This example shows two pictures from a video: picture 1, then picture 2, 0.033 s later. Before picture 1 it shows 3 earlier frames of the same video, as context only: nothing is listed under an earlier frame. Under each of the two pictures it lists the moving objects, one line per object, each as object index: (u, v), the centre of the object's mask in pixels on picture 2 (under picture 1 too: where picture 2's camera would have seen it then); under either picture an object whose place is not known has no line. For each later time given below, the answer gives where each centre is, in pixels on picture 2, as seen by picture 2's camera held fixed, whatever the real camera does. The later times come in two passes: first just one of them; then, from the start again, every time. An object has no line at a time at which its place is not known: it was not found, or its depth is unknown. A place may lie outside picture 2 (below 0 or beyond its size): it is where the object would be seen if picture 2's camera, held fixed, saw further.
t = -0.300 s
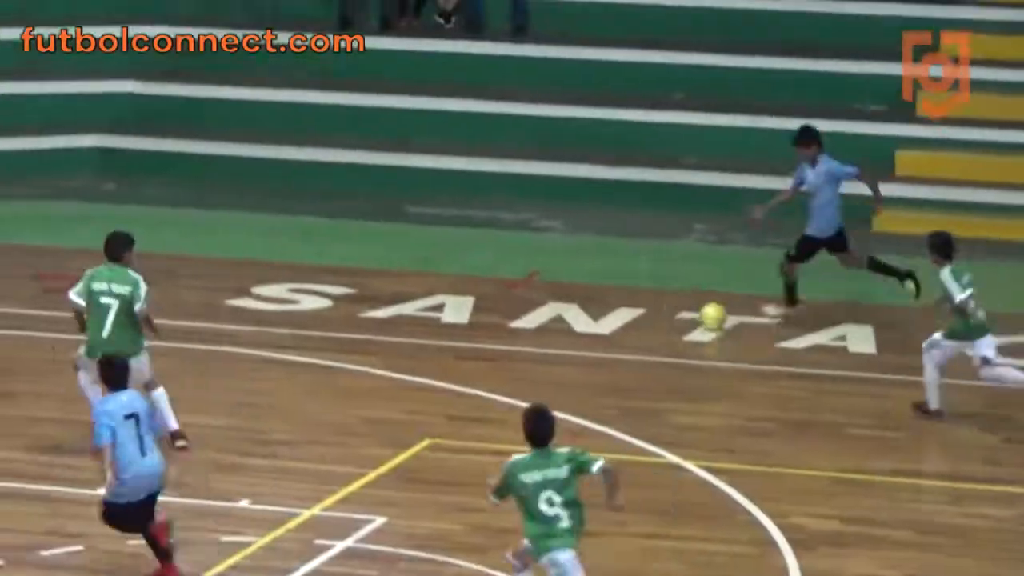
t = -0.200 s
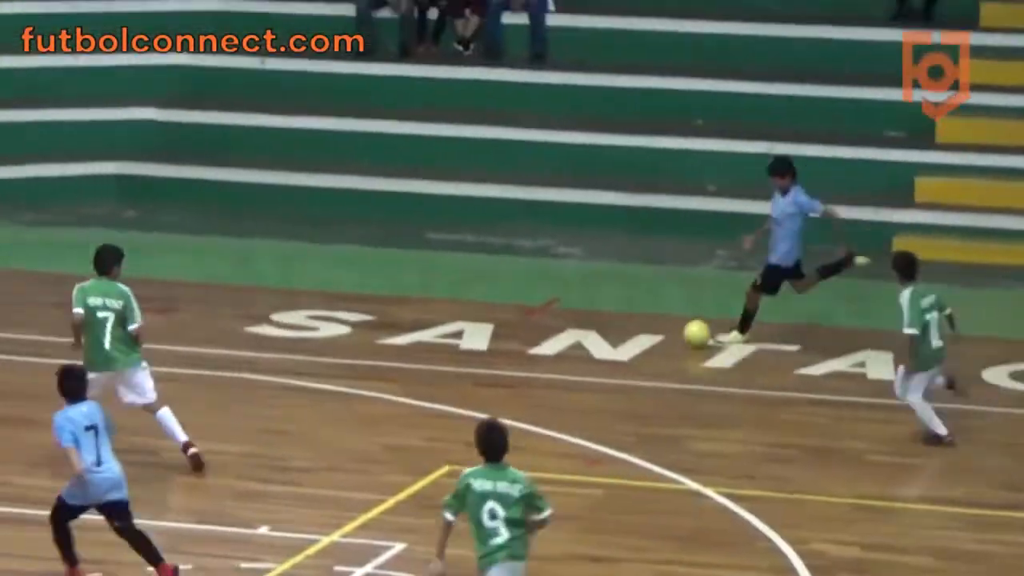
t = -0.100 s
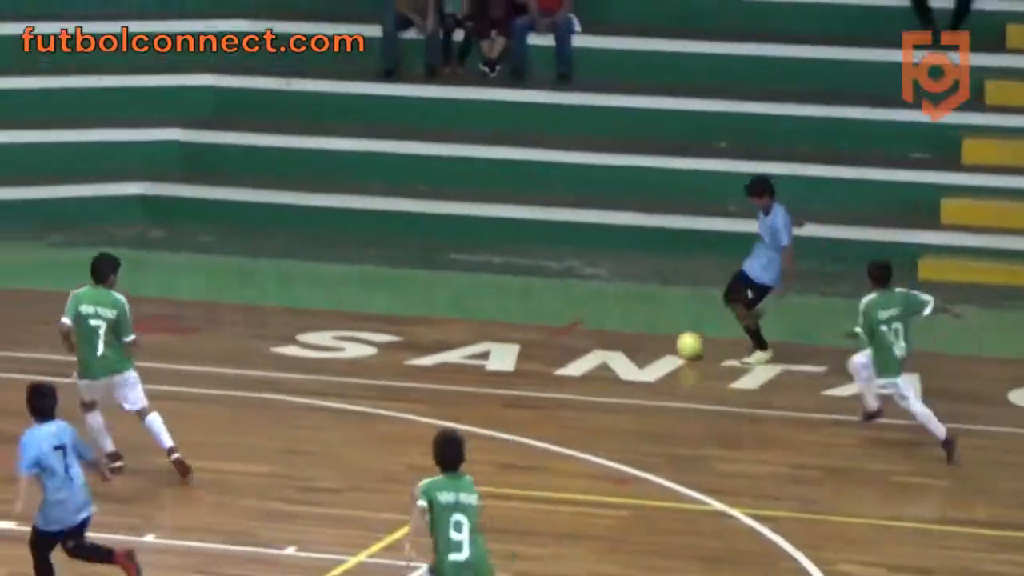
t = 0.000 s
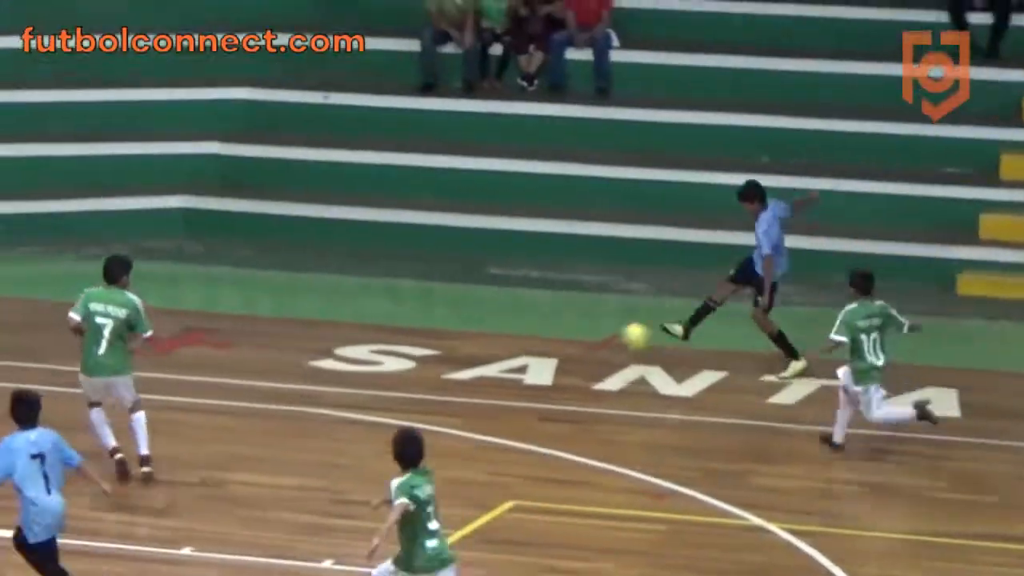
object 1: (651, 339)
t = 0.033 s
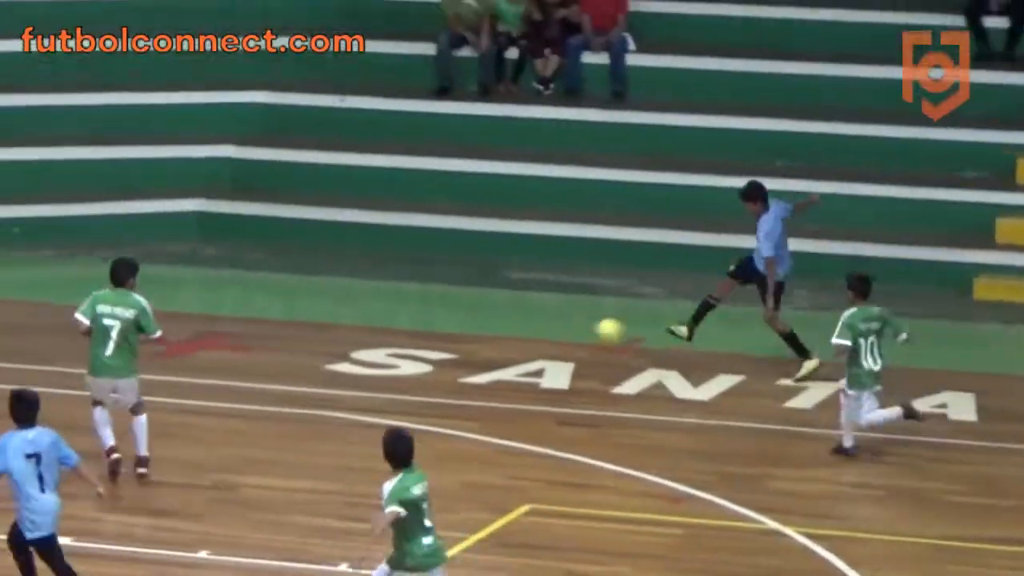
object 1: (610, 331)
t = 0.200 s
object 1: (392, 310)
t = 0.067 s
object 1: (567, 324)
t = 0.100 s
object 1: (525, 318)
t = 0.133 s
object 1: (482, 314)
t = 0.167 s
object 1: (439, 311)
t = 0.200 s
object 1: (392, 310)
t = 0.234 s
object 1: (346, 309)
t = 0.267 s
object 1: (299, 311)
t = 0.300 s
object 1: (250, 313)
